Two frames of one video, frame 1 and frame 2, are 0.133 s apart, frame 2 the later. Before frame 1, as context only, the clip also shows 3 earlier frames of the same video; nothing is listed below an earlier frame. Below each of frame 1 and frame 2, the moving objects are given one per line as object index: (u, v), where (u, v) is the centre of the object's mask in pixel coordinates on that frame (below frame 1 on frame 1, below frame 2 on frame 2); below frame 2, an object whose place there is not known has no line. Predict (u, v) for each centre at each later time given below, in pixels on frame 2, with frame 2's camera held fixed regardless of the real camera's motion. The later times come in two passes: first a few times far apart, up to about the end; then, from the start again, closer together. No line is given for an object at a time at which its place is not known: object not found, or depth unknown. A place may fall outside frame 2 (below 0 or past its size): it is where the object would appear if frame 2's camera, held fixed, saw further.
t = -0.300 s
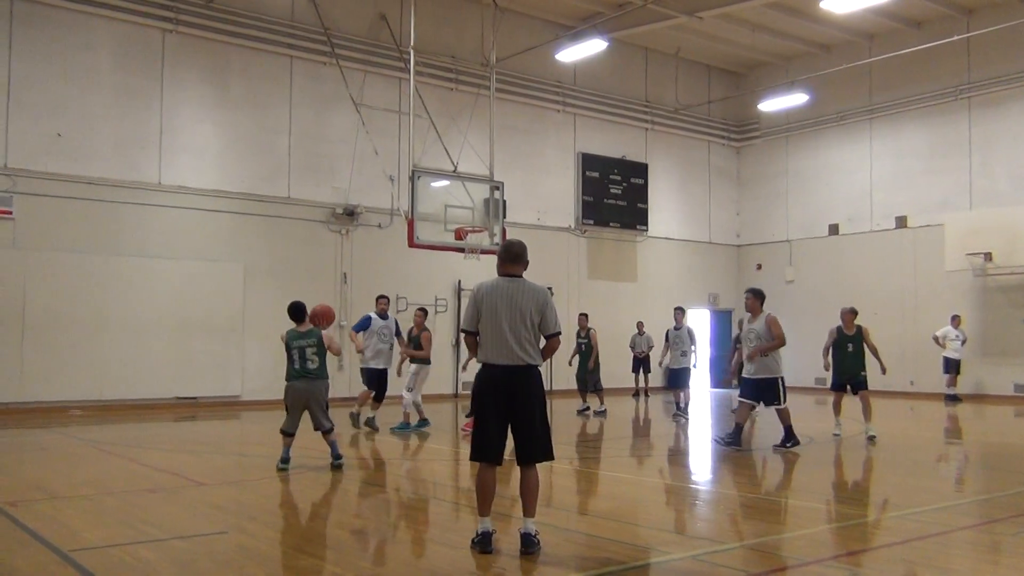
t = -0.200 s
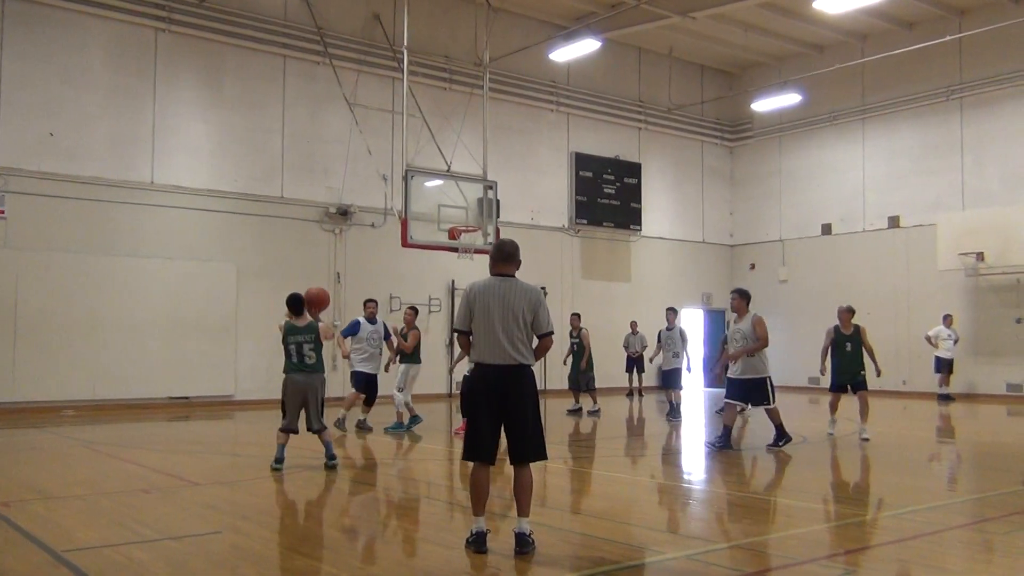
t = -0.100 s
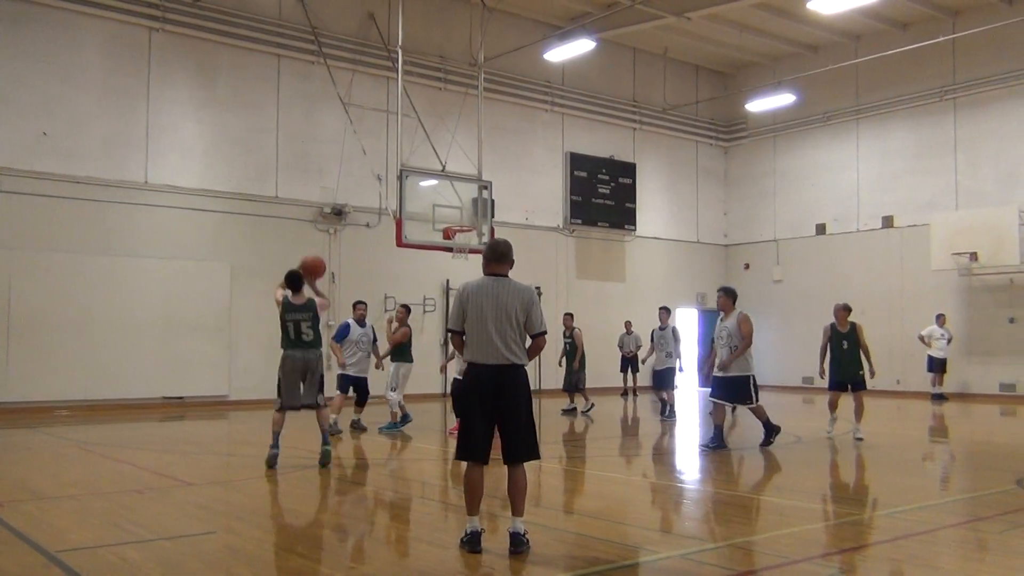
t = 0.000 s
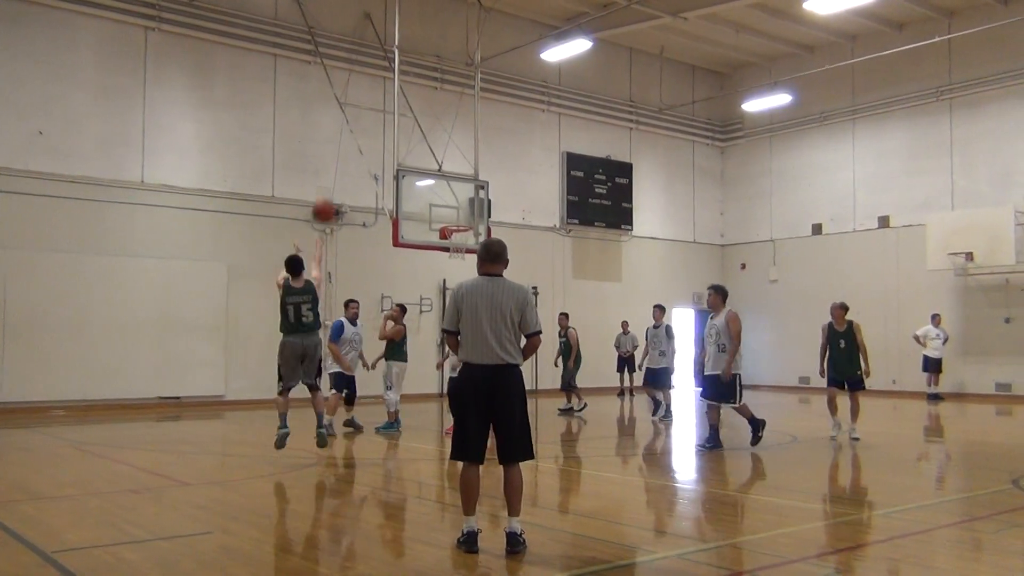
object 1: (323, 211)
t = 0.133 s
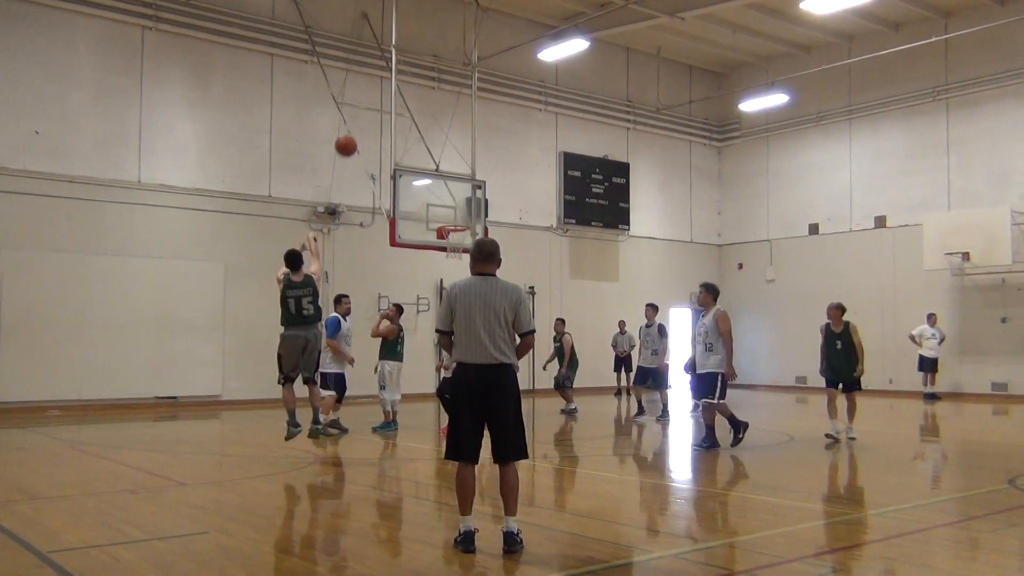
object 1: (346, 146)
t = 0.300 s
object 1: (371, 97)
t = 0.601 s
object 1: (407, 75)
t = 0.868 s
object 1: (433, 110)
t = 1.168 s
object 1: (455, 191)
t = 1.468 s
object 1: (432, 191)
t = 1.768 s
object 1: (404, 164)
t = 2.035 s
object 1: (378, 186)
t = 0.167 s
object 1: (352, 133)
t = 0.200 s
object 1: (357, 122)
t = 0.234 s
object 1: (362, 112)
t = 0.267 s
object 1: (367, 104)
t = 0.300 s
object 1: (371, 97)
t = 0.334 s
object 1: (377, 91)
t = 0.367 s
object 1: (380, 86)
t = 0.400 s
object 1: (385, 82)
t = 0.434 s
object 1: (389, 78)
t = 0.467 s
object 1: (393, 77)
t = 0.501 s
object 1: (398, 75)
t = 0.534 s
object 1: (402, 75)
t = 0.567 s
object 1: (405, 75)
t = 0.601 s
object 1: (407, 75)
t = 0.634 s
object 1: (412, 78)
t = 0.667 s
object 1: (415, 81)
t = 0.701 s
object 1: (419, 84)
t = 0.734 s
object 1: (422, 88)
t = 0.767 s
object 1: (425, 93)
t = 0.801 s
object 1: (428, 98)
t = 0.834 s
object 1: (431, 104)
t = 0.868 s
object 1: (433, 110)
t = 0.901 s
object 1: (436, 117)
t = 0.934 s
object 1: (439, 124)
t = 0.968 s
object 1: (441, 132)
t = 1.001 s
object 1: (444, 141)
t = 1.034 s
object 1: (446, 150)
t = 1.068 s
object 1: (448, 160)
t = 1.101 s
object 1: (451, 170)
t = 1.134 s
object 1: (453, 180)
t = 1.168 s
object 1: (455, 191)
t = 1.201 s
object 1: (457, 202)
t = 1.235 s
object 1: (459, 214)
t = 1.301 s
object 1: (452, 223)
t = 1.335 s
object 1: (444, 220)
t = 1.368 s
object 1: (441, 212)
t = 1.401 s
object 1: (438, 204)
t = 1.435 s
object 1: (435, 197)
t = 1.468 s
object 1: (432, 191)
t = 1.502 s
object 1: (429, 186)
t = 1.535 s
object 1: (426, 180)
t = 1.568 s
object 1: (423, 176)
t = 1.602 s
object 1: (420, 172)
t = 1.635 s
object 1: (417, 169)
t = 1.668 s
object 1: (414, 167)
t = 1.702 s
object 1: (411, 165)
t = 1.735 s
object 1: (408, 164)
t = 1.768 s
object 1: (404, 164)
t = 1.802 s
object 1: (402, 164)
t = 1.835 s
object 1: (398, 165)
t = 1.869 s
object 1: (395, 167)
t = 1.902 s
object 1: (392, 170)
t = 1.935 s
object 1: (388, 173)
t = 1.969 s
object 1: (385, 177)
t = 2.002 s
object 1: (381, 181)
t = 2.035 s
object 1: (378, 186)
